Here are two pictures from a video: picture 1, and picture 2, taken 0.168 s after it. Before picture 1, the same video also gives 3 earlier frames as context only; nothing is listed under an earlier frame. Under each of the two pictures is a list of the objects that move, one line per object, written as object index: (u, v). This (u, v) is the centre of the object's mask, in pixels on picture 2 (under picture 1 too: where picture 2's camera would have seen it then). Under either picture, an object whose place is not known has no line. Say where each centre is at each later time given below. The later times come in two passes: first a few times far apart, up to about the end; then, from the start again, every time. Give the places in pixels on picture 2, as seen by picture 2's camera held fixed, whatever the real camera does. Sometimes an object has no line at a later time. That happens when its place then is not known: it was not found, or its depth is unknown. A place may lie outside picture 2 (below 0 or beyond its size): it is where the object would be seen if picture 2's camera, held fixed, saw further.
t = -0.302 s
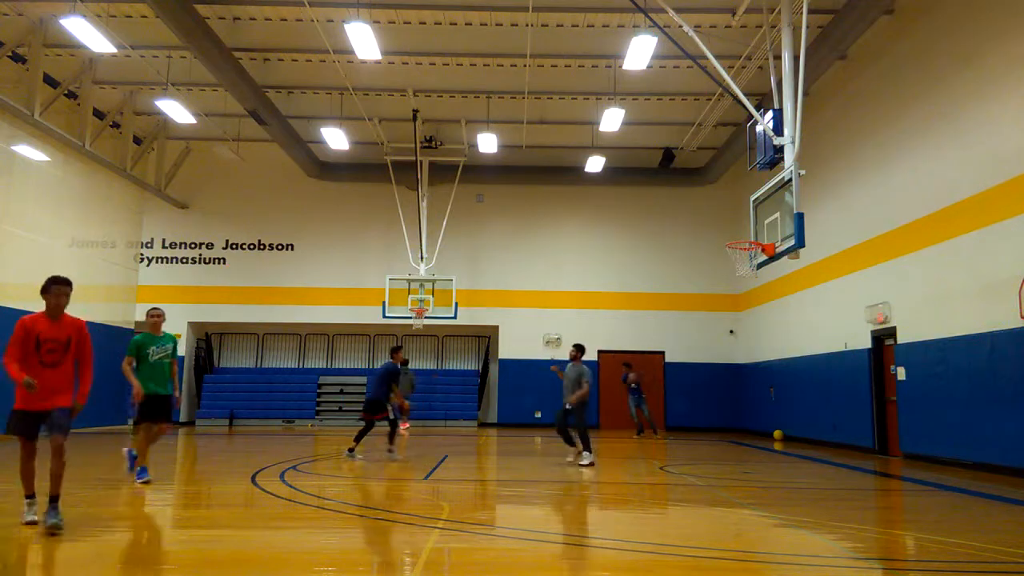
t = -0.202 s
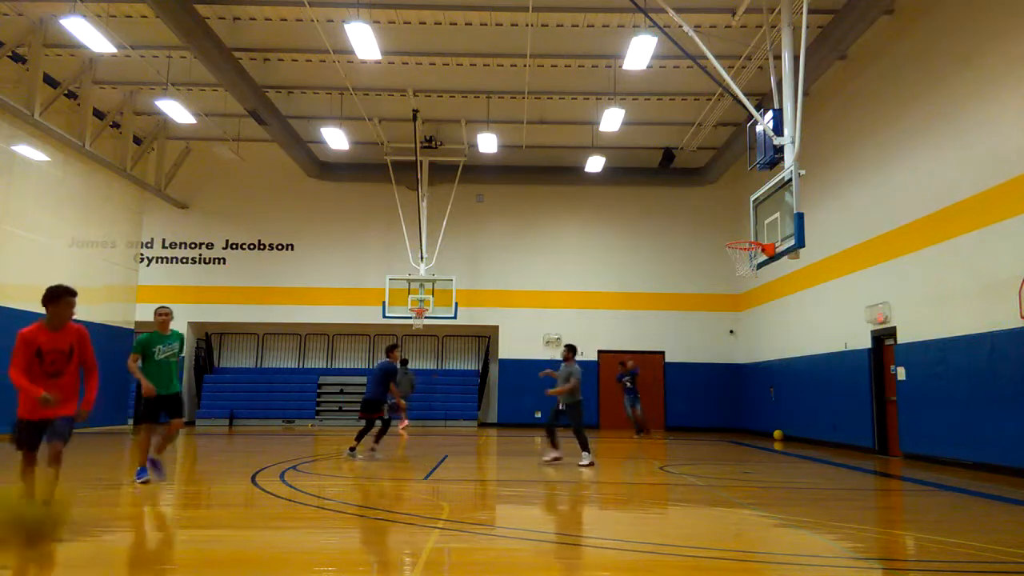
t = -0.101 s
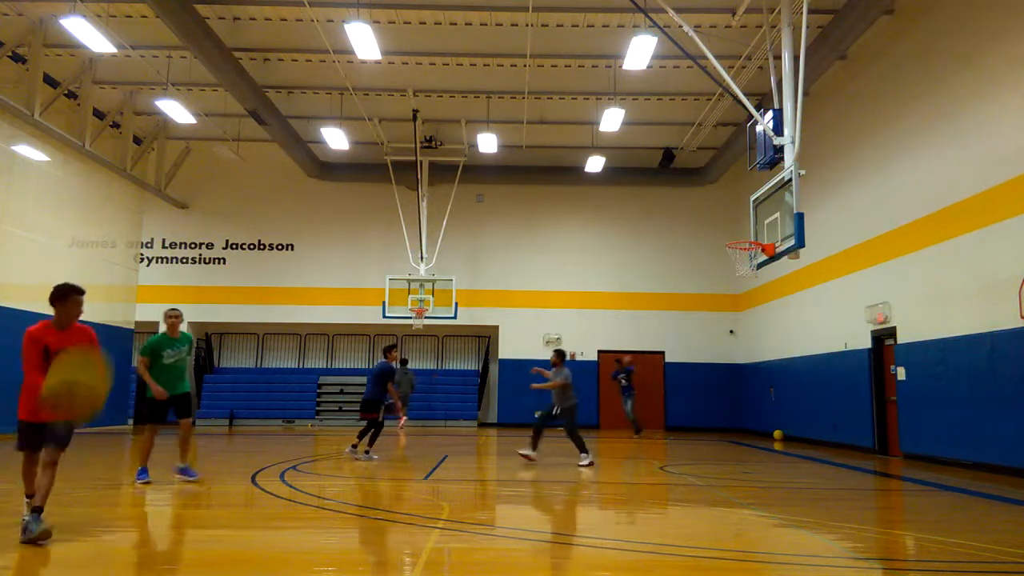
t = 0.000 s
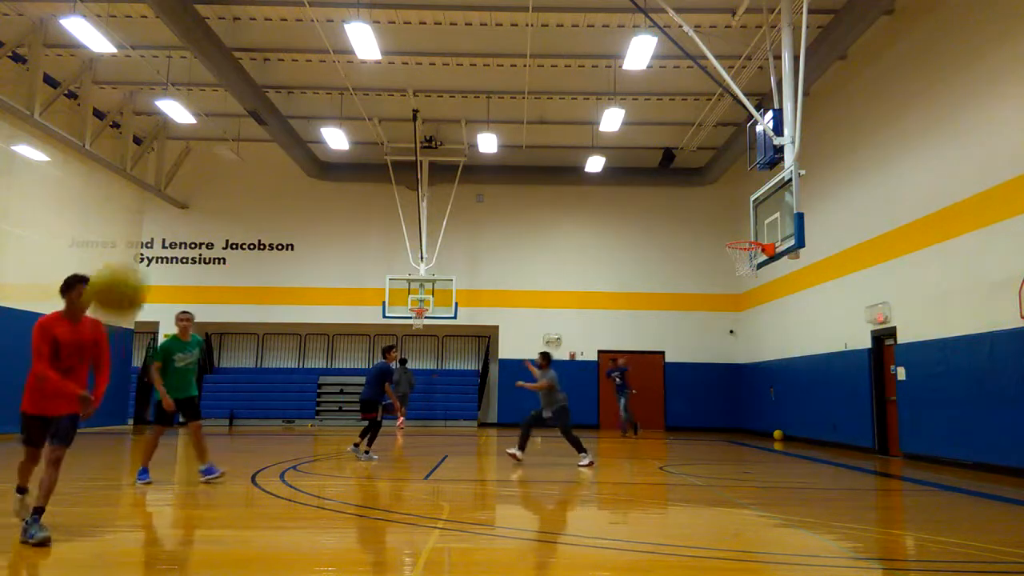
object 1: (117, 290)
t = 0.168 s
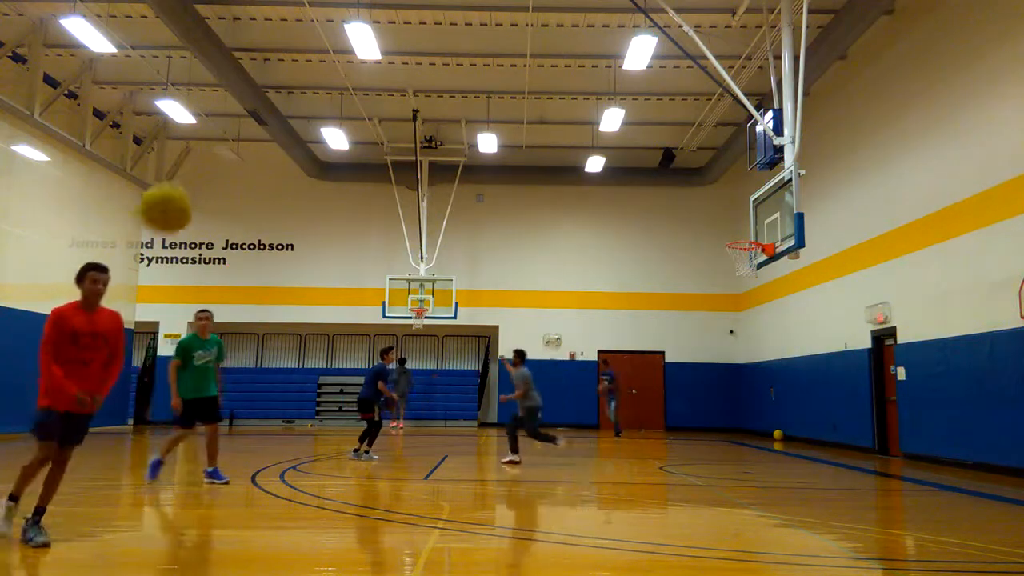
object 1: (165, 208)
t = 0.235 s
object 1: (180, 195)
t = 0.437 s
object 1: (217, 202)
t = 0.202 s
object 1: (172, 200)
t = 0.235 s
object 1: (180, 195)
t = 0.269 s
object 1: (187, 191)
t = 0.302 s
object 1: (193, 189)
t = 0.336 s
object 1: (201, 190)
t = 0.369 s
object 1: (206, 192)
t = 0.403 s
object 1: (212, 196)
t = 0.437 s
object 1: (217, 202)
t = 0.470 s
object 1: (221, 209)
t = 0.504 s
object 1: (226, 219)
